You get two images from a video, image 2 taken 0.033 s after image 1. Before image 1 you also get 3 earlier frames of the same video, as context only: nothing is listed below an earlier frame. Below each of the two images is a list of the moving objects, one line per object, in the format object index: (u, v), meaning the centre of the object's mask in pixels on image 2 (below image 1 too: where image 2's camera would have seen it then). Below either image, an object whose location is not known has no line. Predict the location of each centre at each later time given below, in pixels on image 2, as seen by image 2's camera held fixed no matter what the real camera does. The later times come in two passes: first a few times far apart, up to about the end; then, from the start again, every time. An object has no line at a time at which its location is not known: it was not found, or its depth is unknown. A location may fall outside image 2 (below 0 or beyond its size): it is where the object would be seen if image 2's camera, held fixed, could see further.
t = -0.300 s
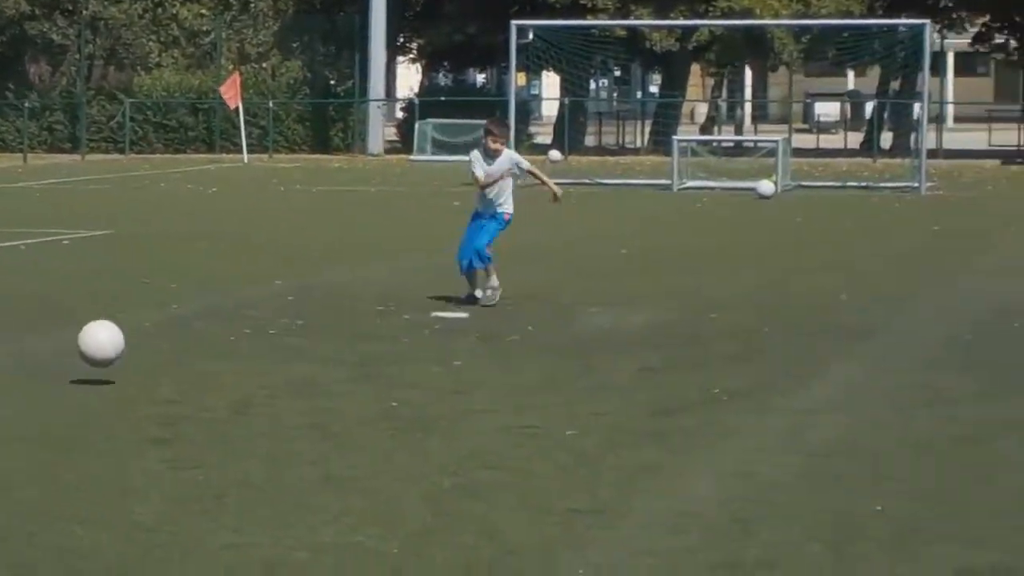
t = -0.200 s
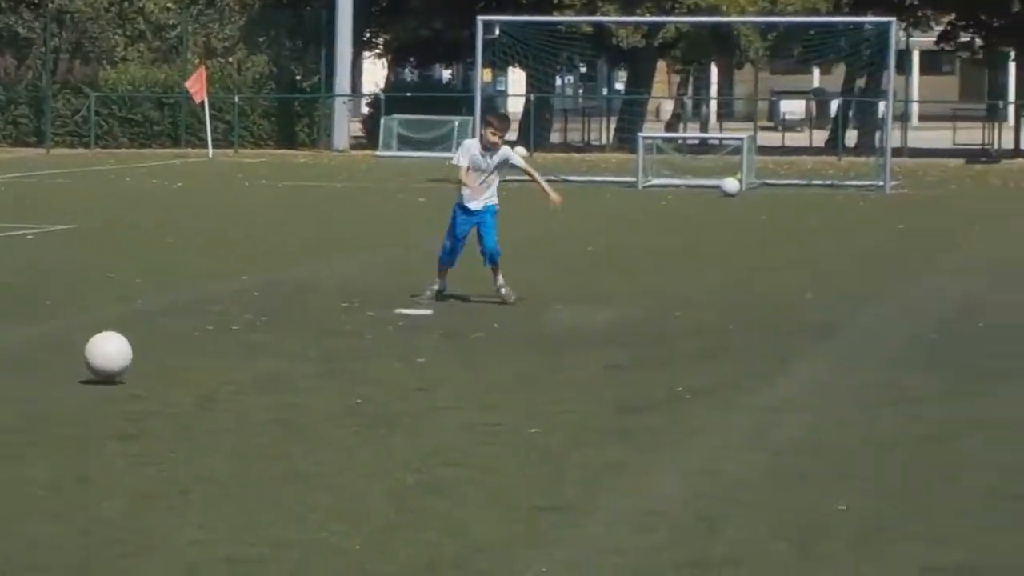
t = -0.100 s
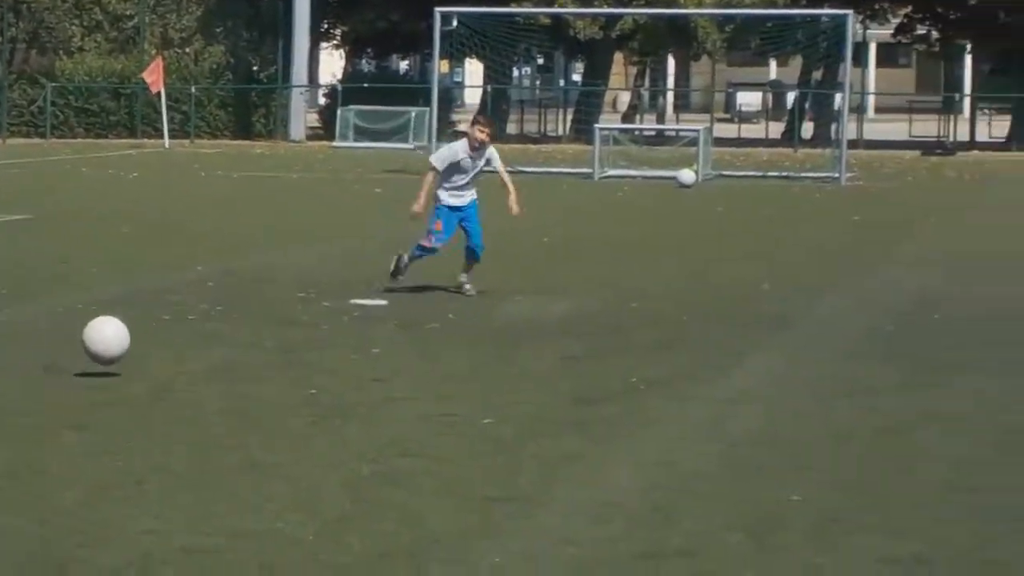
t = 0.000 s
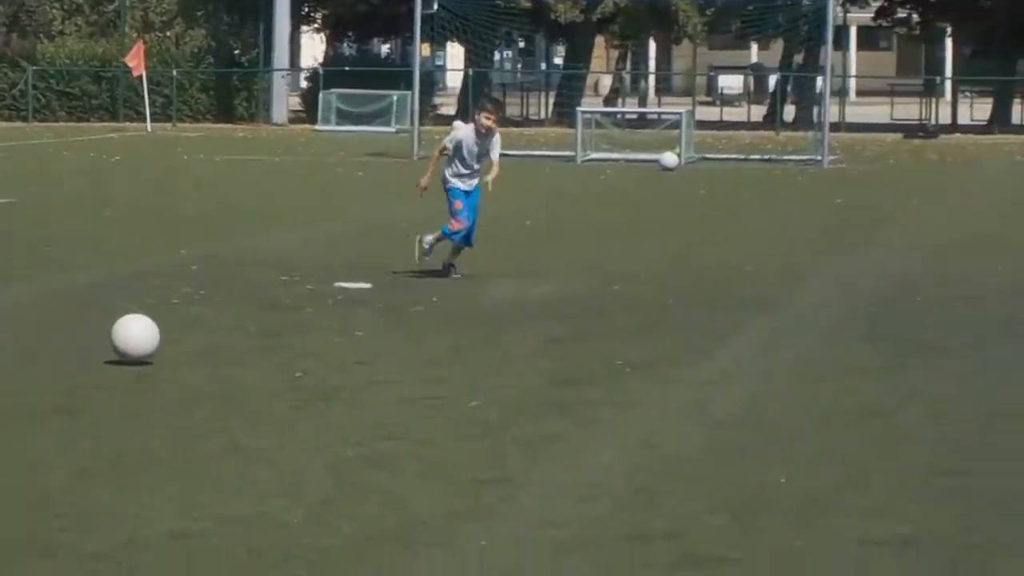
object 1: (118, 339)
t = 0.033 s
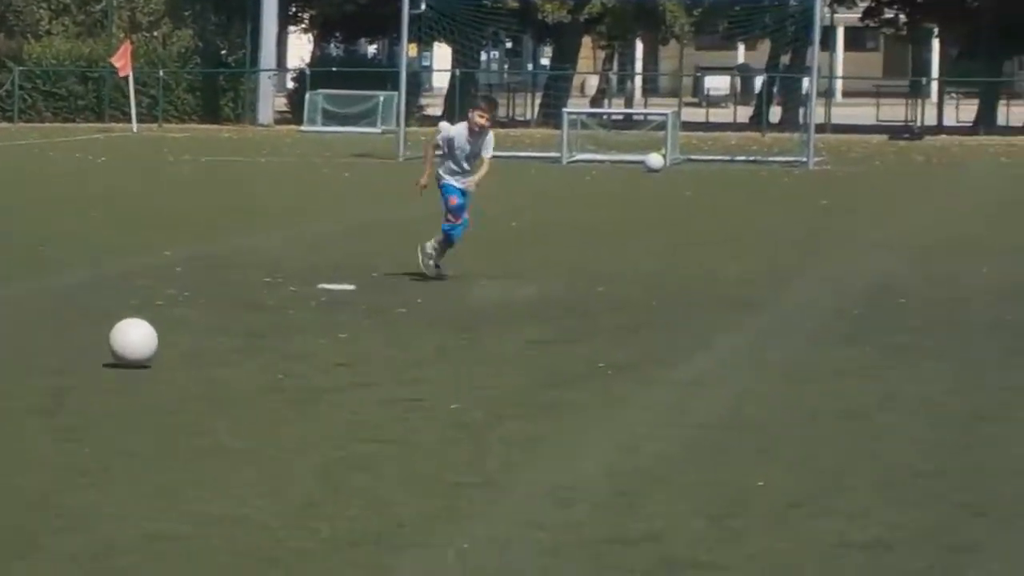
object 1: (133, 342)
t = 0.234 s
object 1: (226, 348)
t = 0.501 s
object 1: (347, 359)
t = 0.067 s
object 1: (150, 340)
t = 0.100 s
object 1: (166, 340)
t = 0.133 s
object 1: (182, 342)
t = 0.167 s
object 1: (196, 346)
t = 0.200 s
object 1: (211, 348)
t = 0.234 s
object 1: (226, 348)
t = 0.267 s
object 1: (241, 349)
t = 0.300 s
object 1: (257, 352)
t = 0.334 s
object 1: (274, 352)
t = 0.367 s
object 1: (289, 353)
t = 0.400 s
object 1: (303, 355)
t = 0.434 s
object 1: (319, 355)
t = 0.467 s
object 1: (334, 356)
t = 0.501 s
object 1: (347, 359)
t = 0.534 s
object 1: (361, 360)
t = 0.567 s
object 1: (379, 360)
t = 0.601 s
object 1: (394, 361)
